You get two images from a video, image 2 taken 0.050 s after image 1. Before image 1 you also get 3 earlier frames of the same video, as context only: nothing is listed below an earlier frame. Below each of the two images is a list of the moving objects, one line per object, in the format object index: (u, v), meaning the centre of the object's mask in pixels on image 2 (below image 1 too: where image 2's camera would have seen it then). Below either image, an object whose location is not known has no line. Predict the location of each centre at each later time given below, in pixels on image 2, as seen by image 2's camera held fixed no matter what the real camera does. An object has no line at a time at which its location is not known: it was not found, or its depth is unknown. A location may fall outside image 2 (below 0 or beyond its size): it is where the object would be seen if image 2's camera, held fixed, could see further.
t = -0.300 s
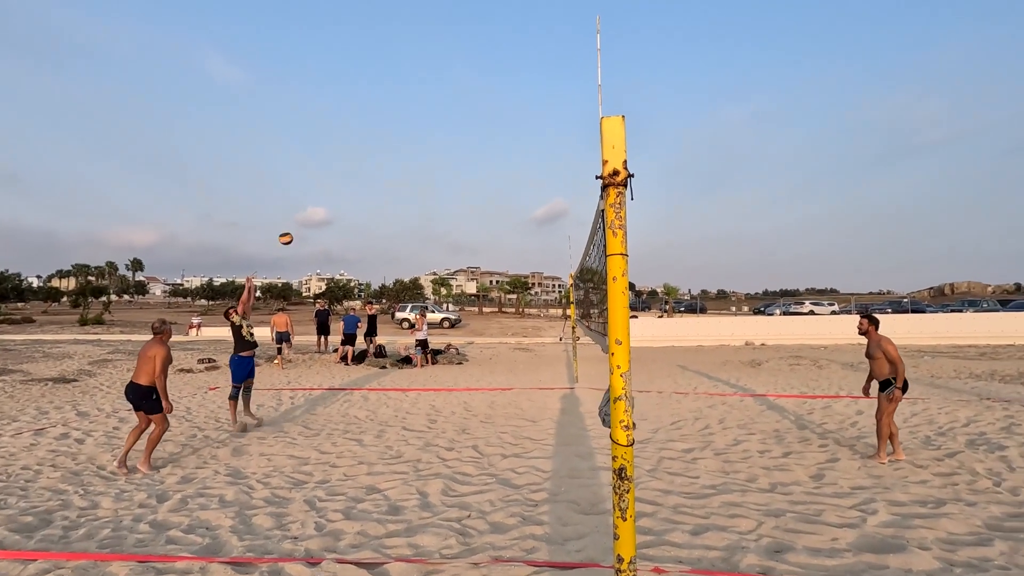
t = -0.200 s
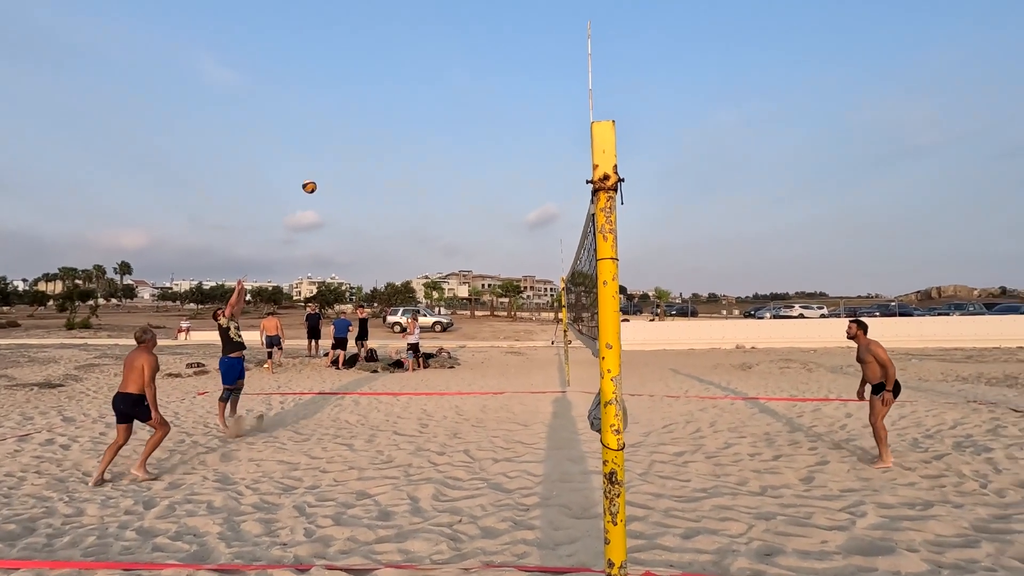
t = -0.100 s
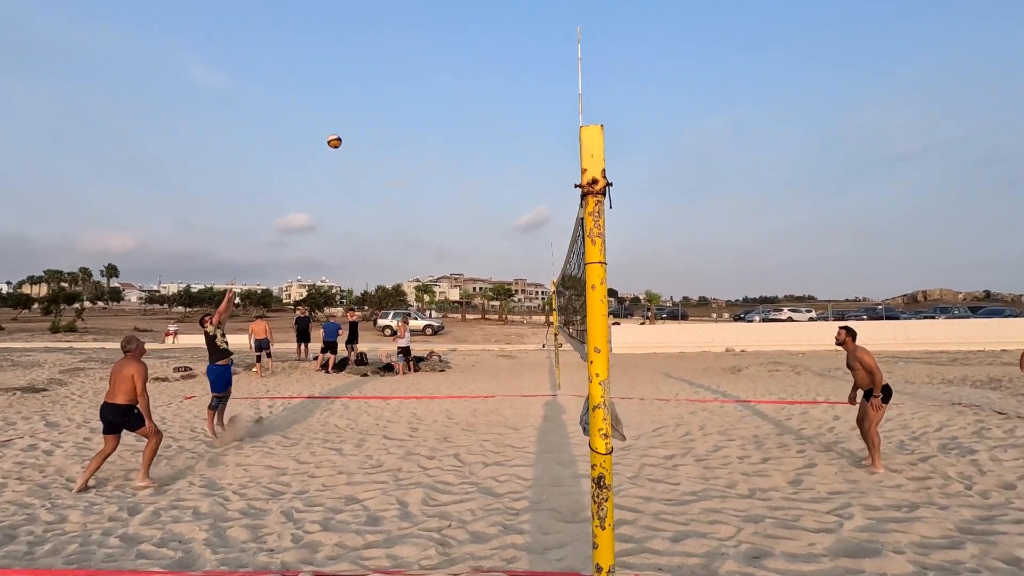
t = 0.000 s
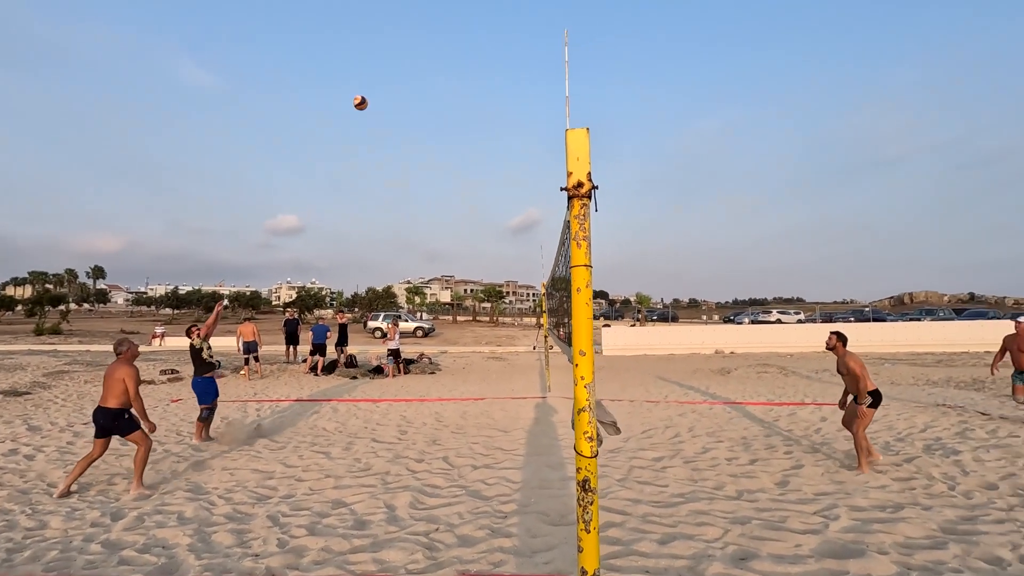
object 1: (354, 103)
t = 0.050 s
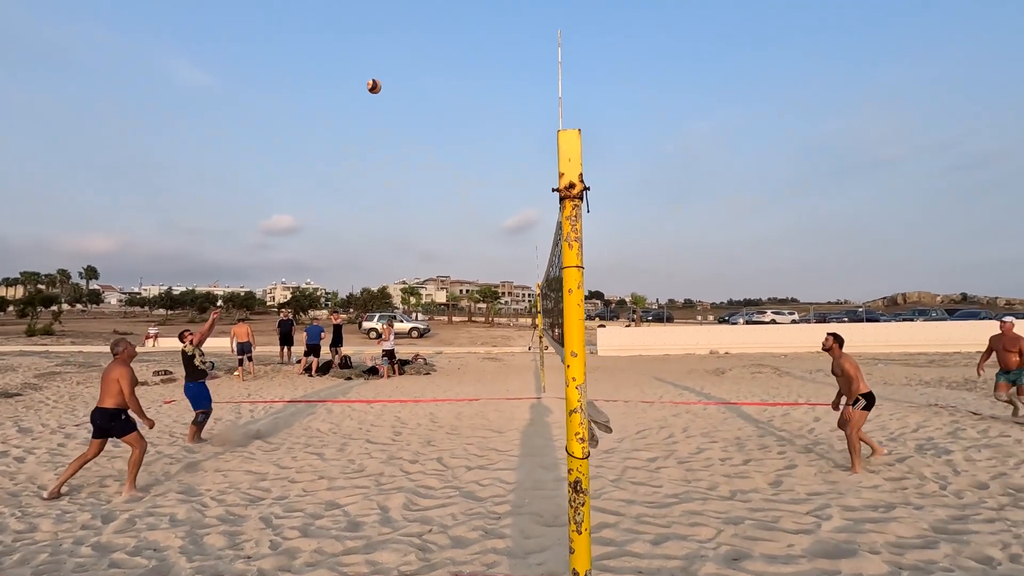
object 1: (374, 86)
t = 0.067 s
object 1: (380, 81)
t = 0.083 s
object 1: (387, 76)
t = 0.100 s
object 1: (394, 72)
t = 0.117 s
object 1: (401, 67)
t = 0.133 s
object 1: (408, 62)
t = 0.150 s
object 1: (415, 58)
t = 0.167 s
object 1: (422, 55)
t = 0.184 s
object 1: (430, 50)
